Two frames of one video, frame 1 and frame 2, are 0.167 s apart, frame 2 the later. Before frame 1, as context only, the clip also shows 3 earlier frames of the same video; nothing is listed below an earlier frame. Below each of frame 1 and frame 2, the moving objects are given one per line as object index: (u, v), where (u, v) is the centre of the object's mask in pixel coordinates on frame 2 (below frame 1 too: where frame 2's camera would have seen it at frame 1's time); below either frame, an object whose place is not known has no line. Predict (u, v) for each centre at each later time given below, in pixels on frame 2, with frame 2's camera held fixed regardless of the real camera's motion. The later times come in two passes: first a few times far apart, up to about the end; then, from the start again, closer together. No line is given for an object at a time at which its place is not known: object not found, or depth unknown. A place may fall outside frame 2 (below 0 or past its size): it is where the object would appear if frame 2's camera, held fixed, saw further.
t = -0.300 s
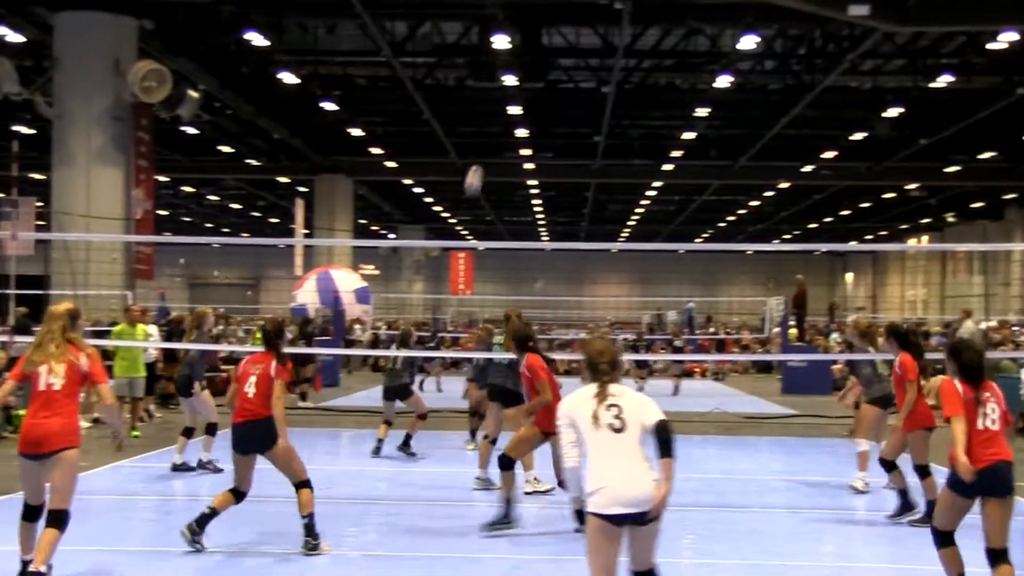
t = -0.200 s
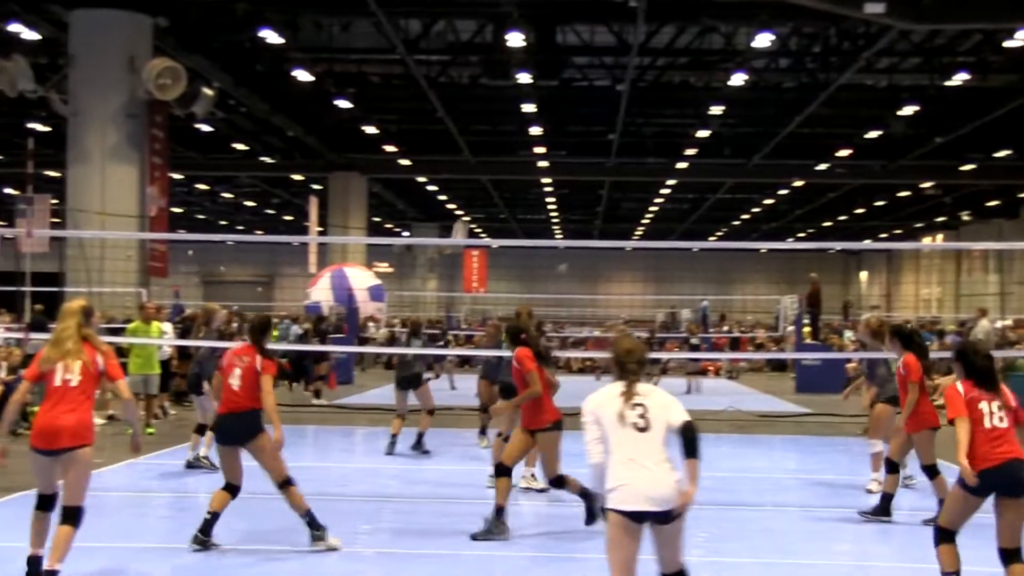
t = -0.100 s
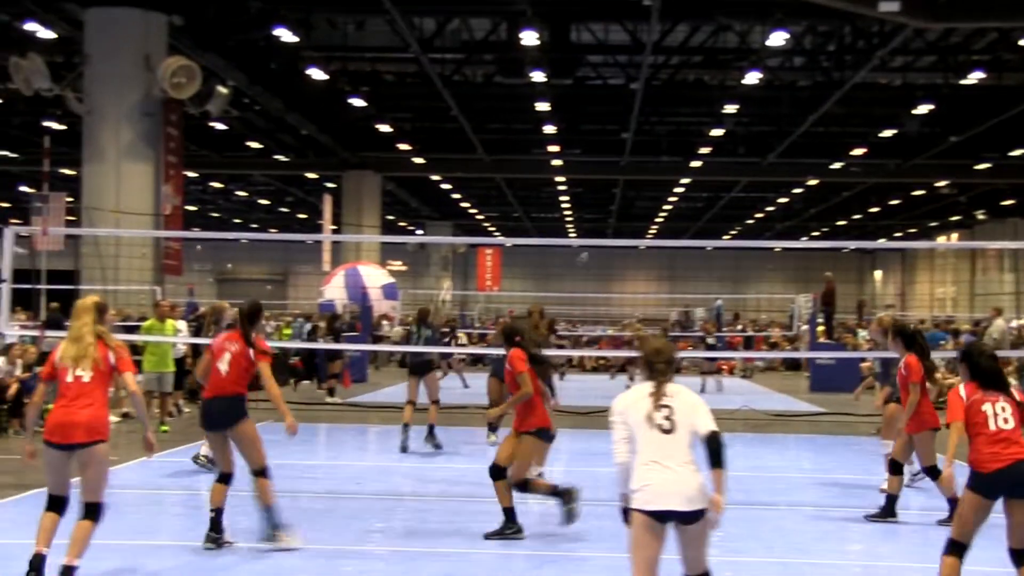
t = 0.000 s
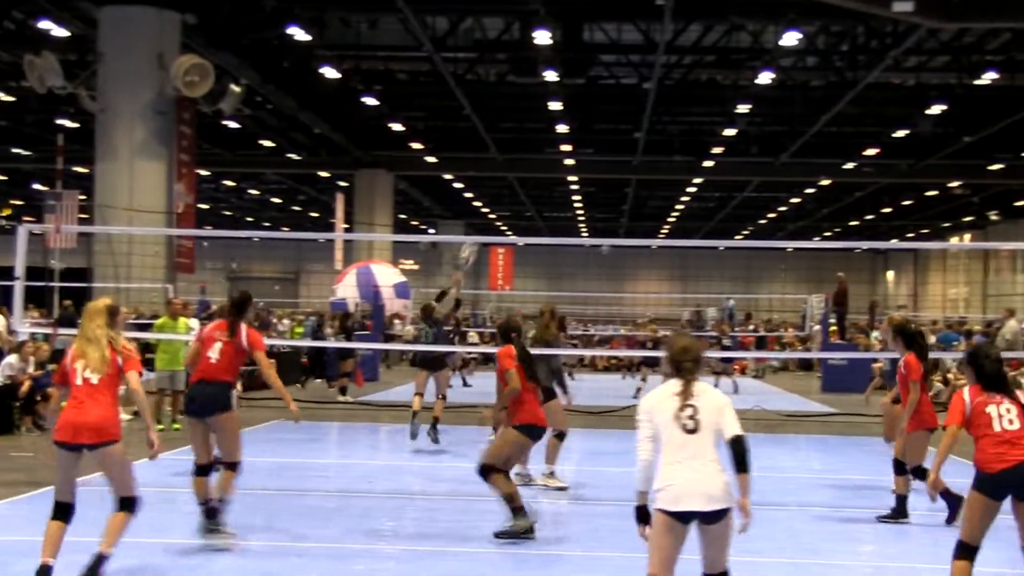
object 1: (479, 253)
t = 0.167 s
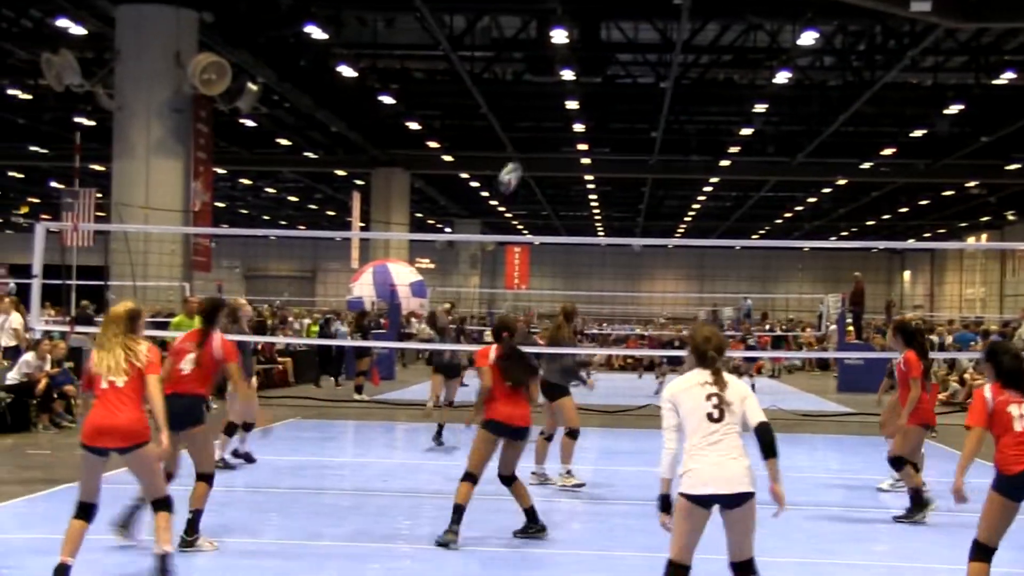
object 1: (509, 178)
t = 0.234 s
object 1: (521, 151)
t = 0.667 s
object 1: (602, 85)
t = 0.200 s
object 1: (515, 164)
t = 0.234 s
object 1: (521, 151)
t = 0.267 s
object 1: (528, 139)
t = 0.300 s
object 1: (532, 129)
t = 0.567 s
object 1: (581, 82)
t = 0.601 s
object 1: (587, 81)
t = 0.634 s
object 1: (595, 82)
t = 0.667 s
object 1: (602, 85)
